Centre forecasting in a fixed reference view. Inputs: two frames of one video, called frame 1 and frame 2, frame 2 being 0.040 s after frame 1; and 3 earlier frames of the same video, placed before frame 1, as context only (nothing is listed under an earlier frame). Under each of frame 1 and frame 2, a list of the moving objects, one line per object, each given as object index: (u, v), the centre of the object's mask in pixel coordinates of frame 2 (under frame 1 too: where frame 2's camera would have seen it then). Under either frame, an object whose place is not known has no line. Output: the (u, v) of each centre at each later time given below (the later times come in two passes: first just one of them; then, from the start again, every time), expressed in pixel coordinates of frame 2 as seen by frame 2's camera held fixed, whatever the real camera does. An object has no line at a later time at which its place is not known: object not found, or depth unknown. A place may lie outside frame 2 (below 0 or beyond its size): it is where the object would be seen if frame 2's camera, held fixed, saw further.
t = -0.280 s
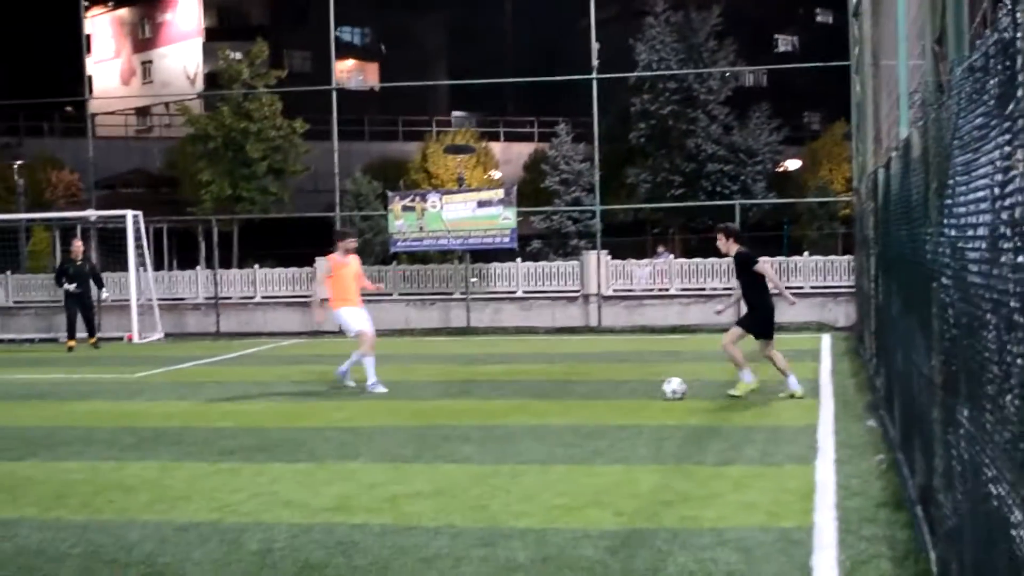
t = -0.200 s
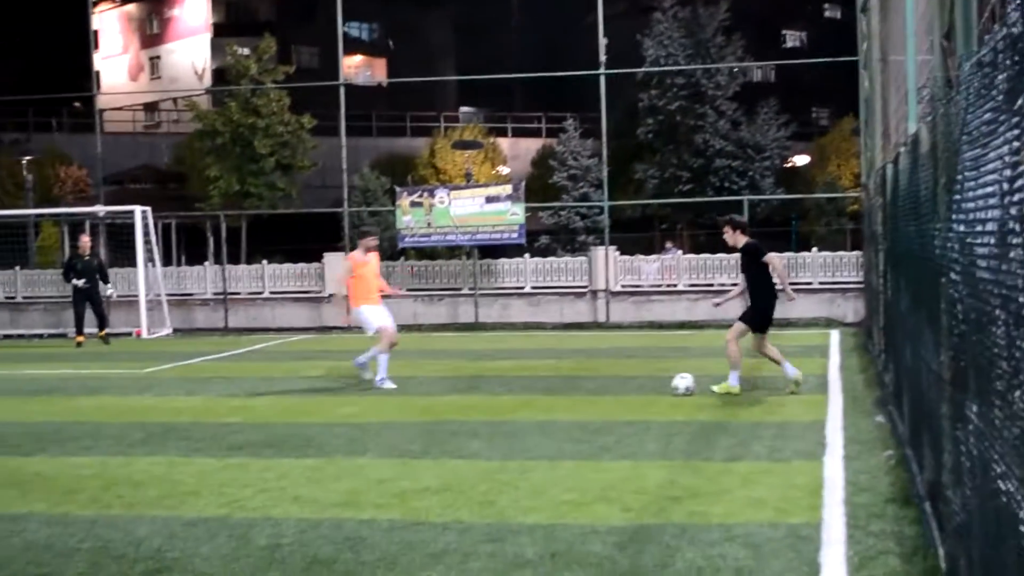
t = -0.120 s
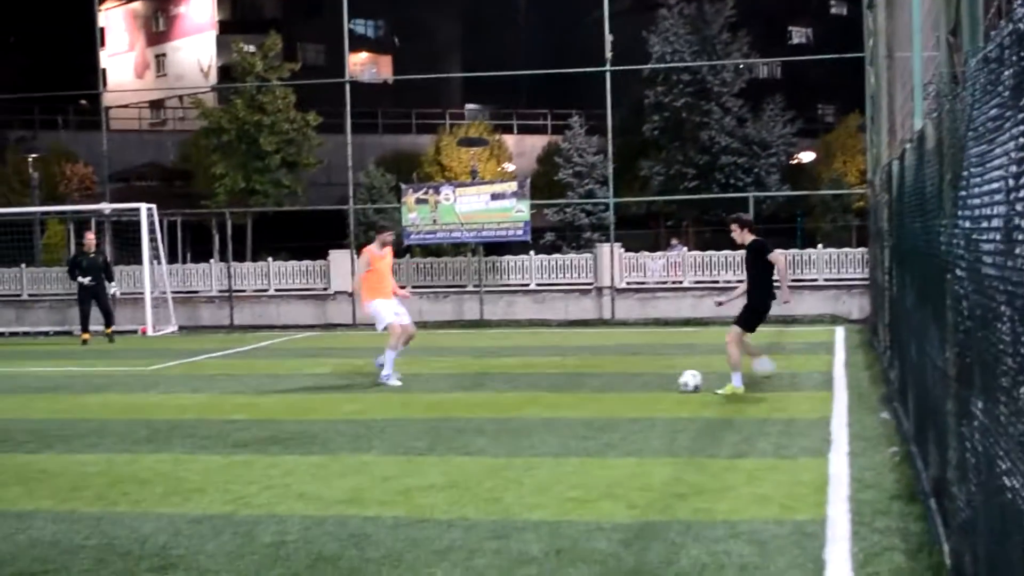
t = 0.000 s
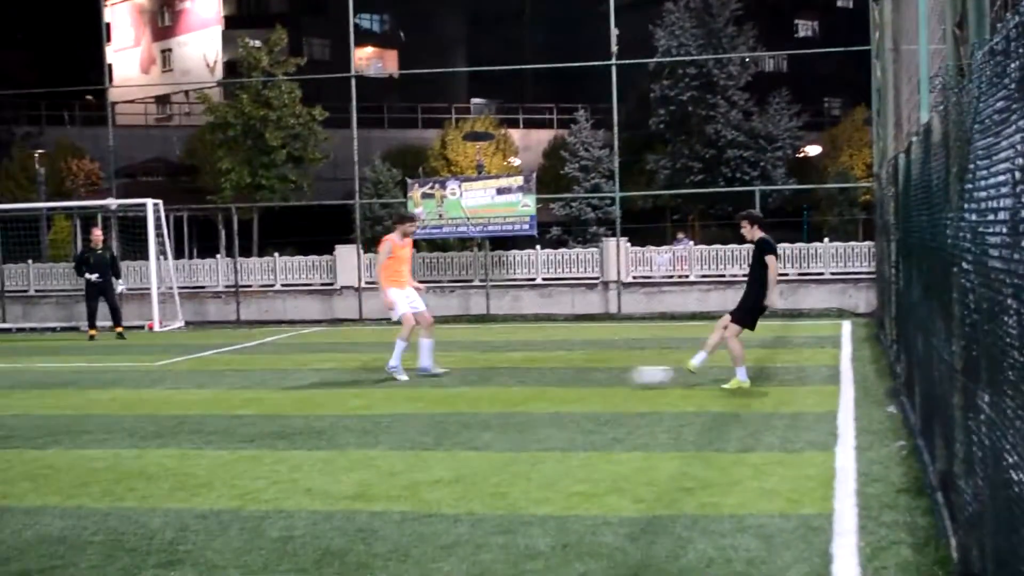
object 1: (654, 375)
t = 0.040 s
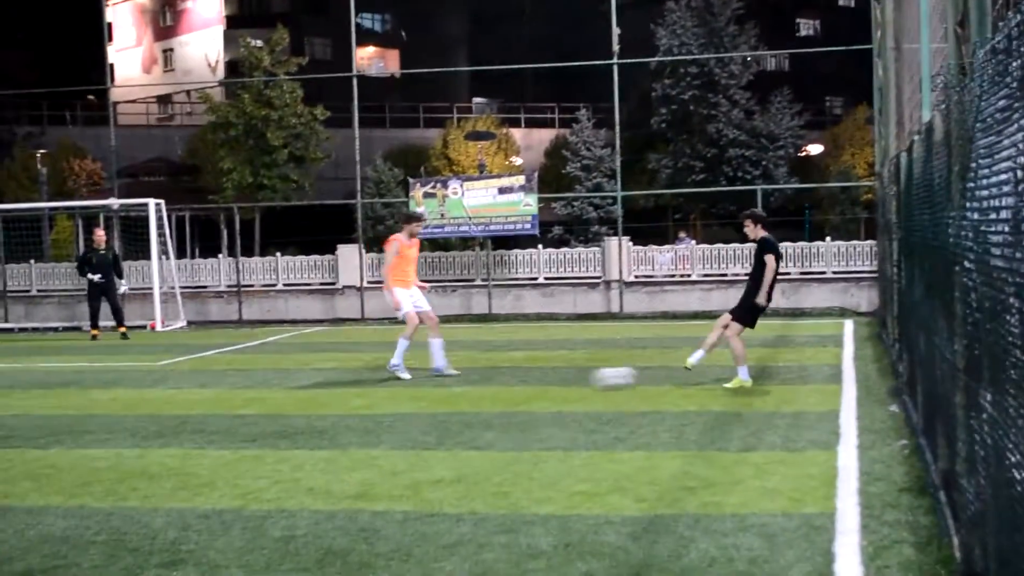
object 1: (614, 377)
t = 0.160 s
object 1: (503, 378)
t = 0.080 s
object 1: (576, 377)
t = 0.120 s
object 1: (539, 377)
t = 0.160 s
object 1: (503, 378)
